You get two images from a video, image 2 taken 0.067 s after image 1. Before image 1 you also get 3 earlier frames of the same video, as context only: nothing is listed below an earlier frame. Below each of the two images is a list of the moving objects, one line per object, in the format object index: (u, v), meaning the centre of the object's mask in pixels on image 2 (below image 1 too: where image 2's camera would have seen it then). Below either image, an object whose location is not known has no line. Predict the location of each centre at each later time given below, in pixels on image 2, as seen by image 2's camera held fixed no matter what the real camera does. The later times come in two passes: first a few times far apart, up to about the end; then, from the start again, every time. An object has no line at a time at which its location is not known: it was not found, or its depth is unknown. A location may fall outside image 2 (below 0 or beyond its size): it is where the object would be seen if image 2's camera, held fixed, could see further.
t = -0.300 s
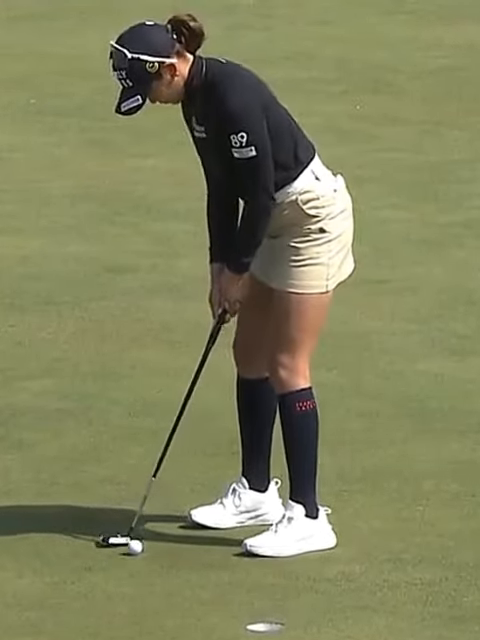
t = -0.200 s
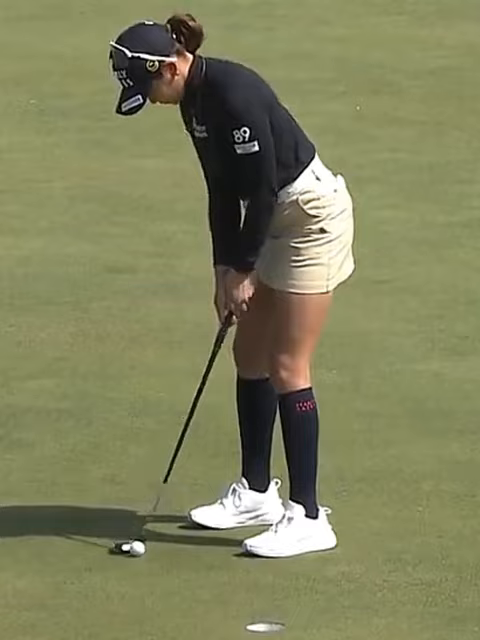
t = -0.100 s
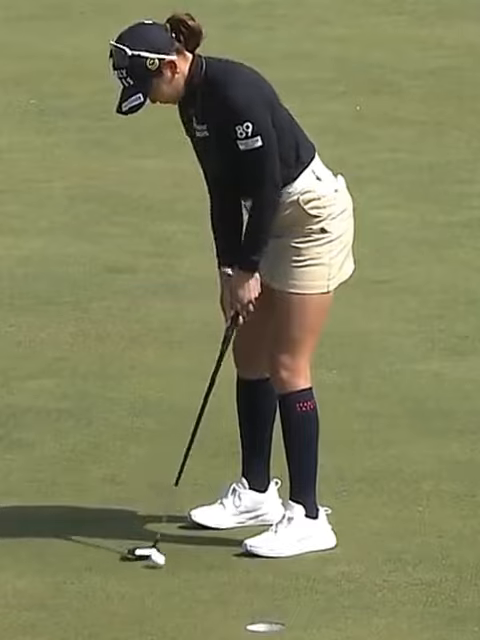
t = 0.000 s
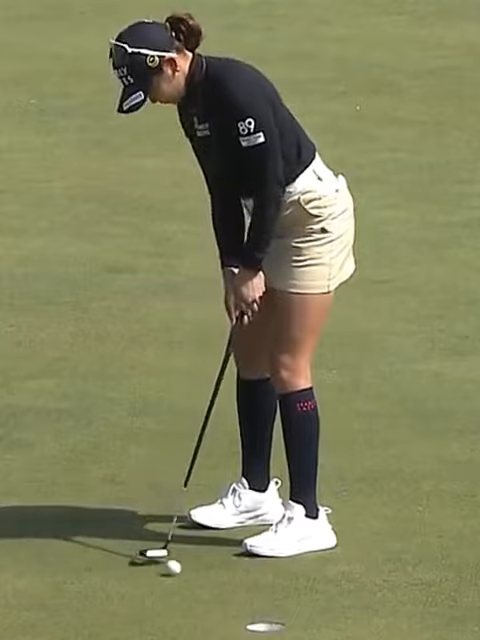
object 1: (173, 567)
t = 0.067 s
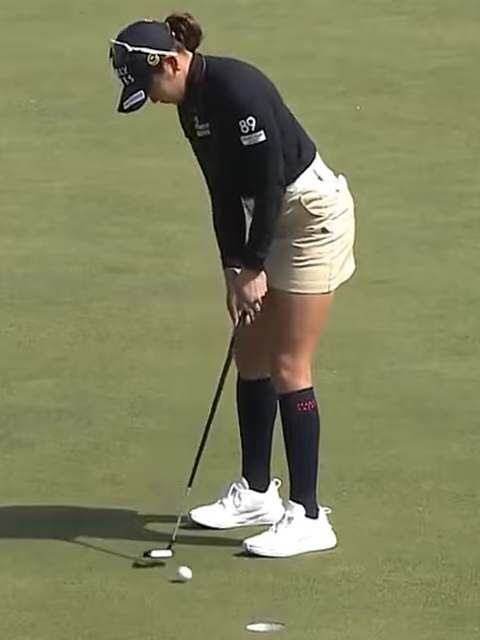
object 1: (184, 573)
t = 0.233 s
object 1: (209, 586)
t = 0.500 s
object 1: (248, 606)
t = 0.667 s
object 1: (271, 620)
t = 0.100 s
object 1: (189, 576)
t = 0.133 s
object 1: (194, 578)
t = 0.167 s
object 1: (199, 581)
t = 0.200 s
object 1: (204, 584)
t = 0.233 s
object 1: (209, 586)
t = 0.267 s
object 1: (214, 588)
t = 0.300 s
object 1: (219, 591)
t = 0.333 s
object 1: (223, 594)
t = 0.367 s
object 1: (229, 597)
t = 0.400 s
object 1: (234, 599)
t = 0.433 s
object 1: (238, 601)
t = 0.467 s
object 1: (243, 603)
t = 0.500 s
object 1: (248, 606)
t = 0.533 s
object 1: (252, 608)
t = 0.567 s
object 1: (257, 610)
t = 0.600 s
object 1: (261, 613)
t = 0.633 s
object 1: (266, 615)
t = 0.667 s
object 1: (271, 620)
